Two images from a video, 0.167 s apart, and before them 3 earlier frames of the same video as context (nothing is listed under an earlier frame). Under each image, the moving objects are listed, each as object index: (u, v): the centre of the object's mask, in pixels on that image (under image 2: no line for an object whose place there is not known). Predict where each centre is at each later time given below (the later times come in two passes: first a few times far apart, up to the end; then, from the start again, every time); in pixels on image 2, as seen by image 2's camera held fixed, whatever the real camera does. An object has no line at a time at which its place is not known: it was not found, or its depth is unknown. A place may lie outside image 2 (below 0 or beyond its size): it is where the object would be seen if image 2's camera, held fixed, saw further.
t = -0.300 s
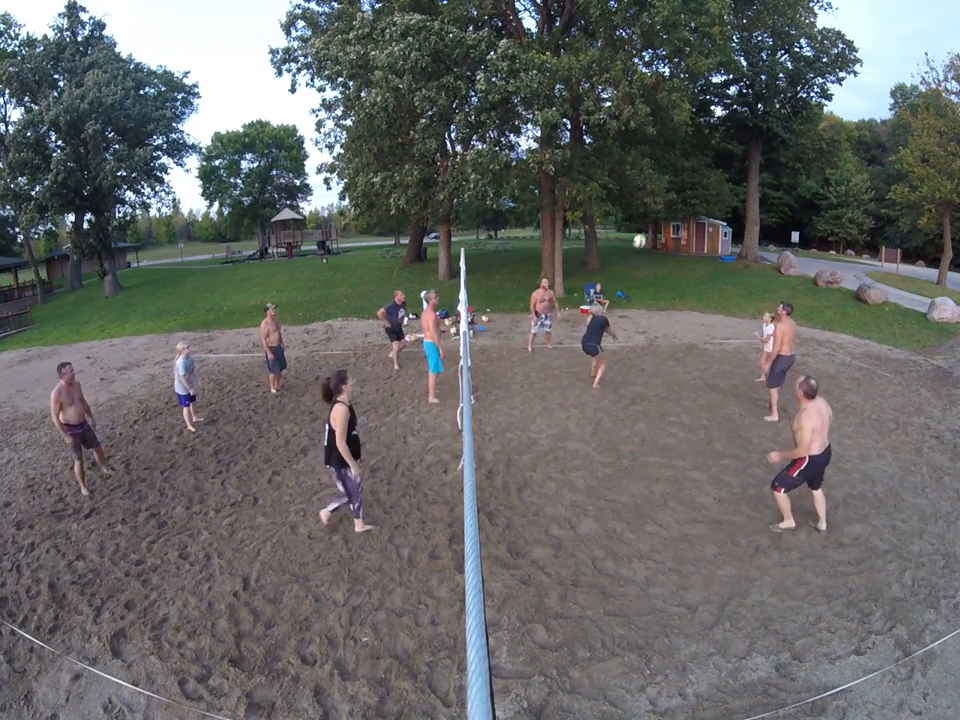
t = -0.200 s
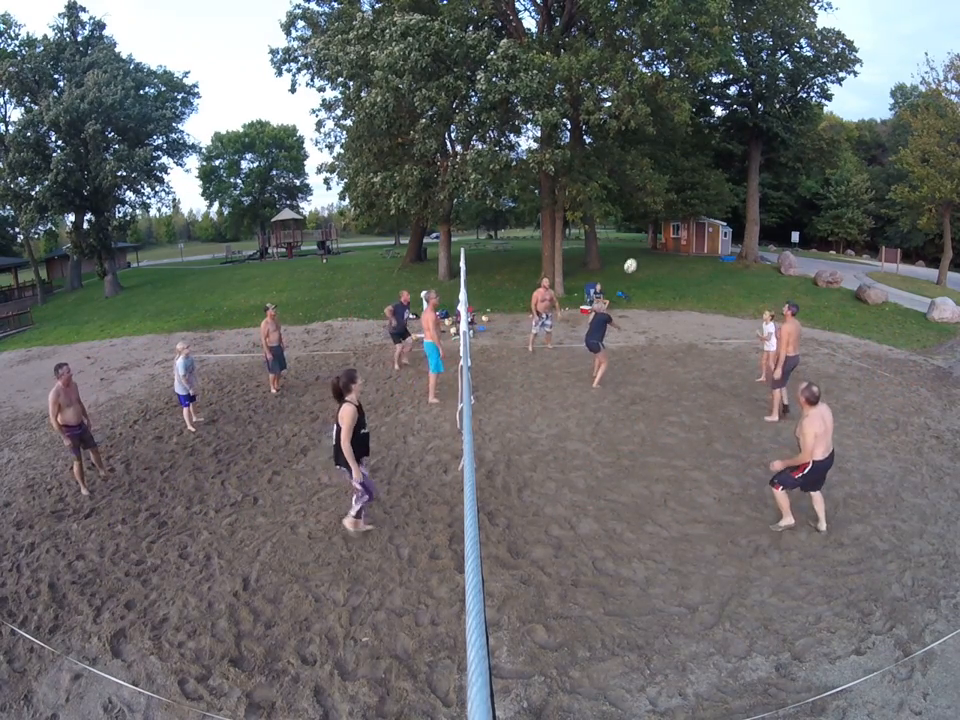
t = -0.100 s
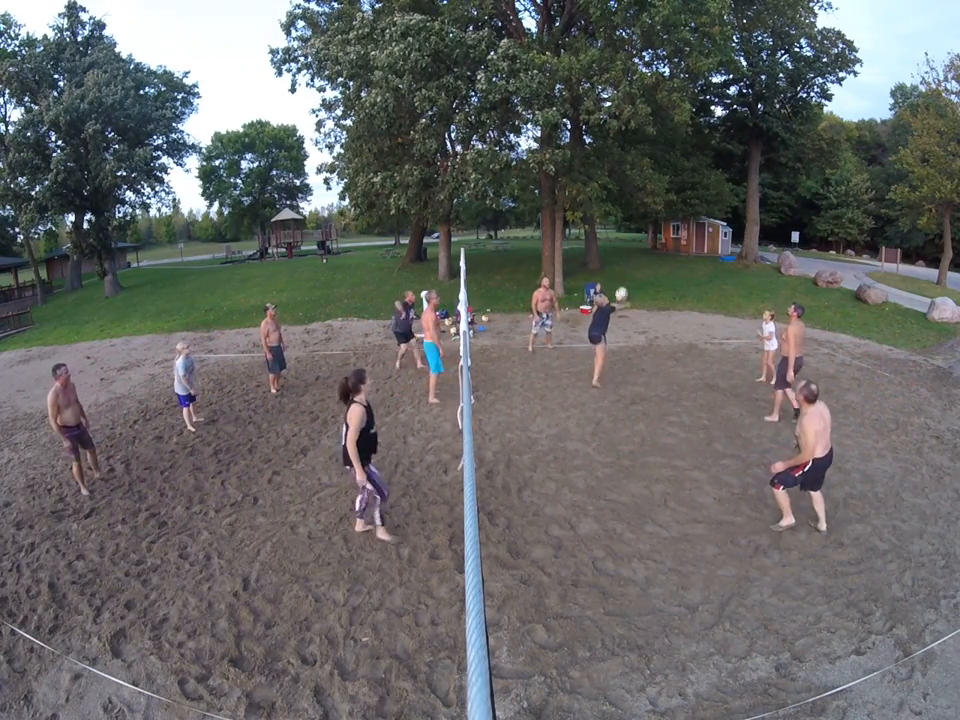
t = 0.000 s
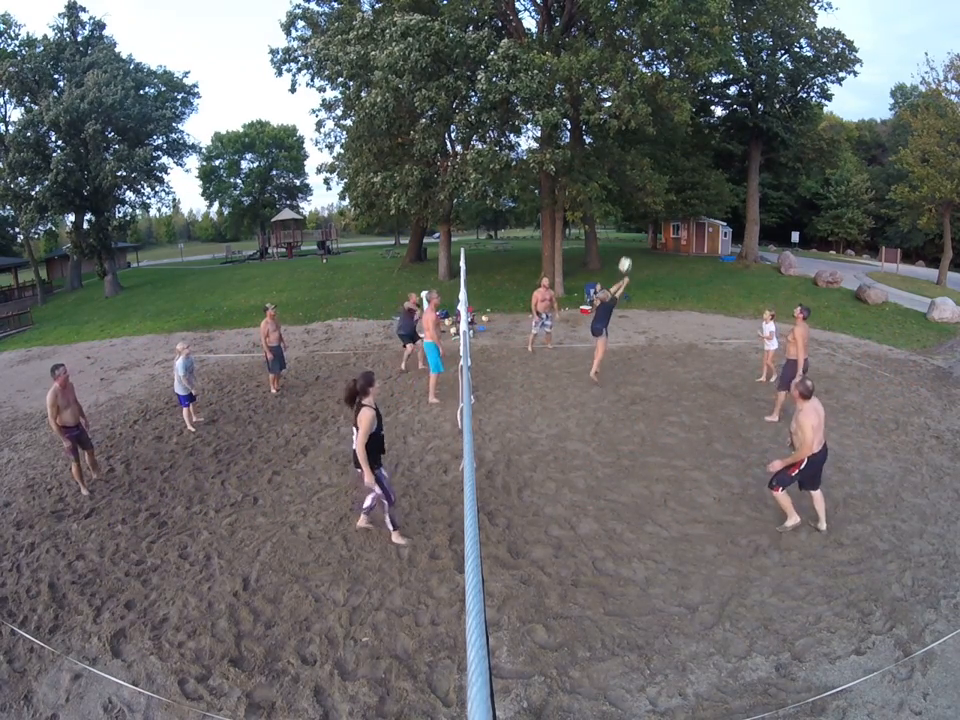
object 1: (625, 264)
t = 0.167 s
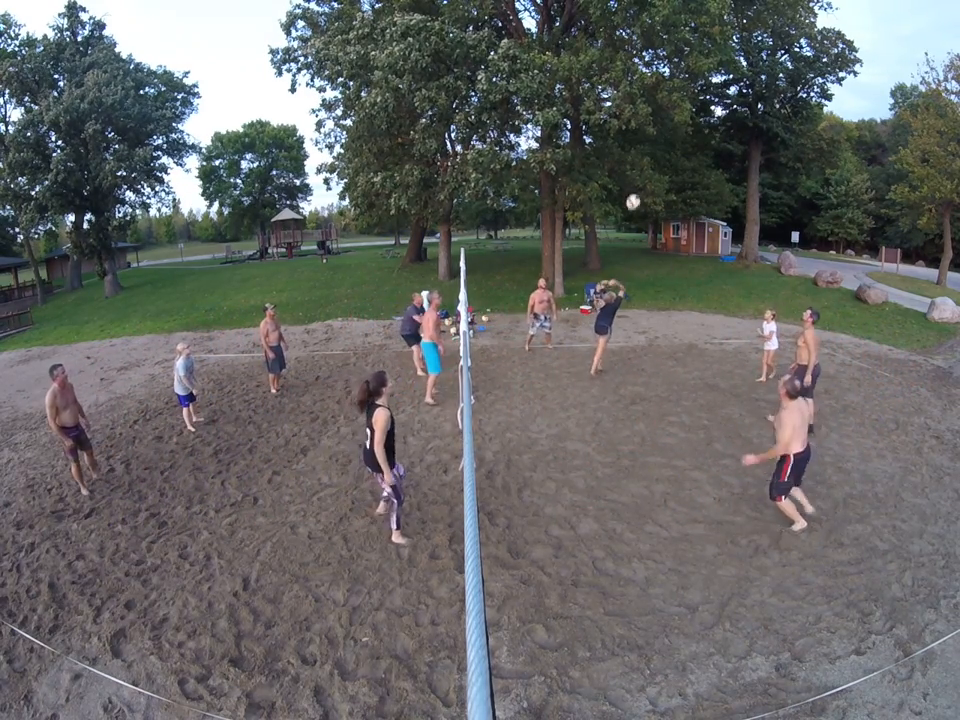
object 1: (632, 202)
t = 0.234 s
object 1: (636, 180)
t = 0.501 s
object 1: (646, 109)
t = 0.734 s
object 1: (655, 79)
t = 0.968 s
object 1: (668, 88)
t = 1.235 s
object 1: (687, 182)
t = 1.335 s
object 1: (692, 250)
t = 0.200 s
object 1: (634, 191)
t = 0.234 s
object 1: (636, 180)
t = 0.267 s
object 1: (637, 169)
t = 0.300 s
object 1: (638, 159)
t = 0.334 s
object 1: (639, 149)
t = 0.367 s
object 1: (641, 140)
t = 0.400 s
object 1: (642, 131)
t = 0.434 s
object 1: (643, 123)
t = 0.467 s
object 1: (645, 116)
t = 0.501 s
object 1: (646, 109)
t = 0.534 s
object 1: (647, 103)
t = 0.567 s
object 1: (648, 97)
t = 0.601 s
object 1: (650, 92)
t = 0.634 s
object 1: (651, 87)
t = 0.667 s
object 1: (652, 84)
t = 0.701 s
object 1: (654, 81)
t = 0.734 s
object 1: (655, 79)
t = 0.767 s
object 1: (657, 77)
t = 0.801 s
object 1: (658, 77)
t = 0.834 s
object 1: (661, 77)
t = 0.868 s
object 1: (662, 78)
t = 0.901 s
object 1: (664, 80)
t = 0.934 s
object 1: (666, 83)
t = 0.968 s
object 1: (668, 88)
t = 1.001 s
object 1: (671, 94)
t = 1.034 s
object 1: (673, 101)
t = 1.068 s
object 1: (676, 110)
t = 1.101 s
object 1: (678, 121)
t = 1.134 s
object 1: (680, 133)
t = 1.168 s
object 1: (683, 147)
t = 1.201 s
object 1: (685, 162)
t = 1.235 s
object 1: (687, 182)
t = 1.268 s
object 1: (690, 202)
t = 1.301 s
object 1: (691, 224)
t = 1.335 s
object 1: (692, 250)
